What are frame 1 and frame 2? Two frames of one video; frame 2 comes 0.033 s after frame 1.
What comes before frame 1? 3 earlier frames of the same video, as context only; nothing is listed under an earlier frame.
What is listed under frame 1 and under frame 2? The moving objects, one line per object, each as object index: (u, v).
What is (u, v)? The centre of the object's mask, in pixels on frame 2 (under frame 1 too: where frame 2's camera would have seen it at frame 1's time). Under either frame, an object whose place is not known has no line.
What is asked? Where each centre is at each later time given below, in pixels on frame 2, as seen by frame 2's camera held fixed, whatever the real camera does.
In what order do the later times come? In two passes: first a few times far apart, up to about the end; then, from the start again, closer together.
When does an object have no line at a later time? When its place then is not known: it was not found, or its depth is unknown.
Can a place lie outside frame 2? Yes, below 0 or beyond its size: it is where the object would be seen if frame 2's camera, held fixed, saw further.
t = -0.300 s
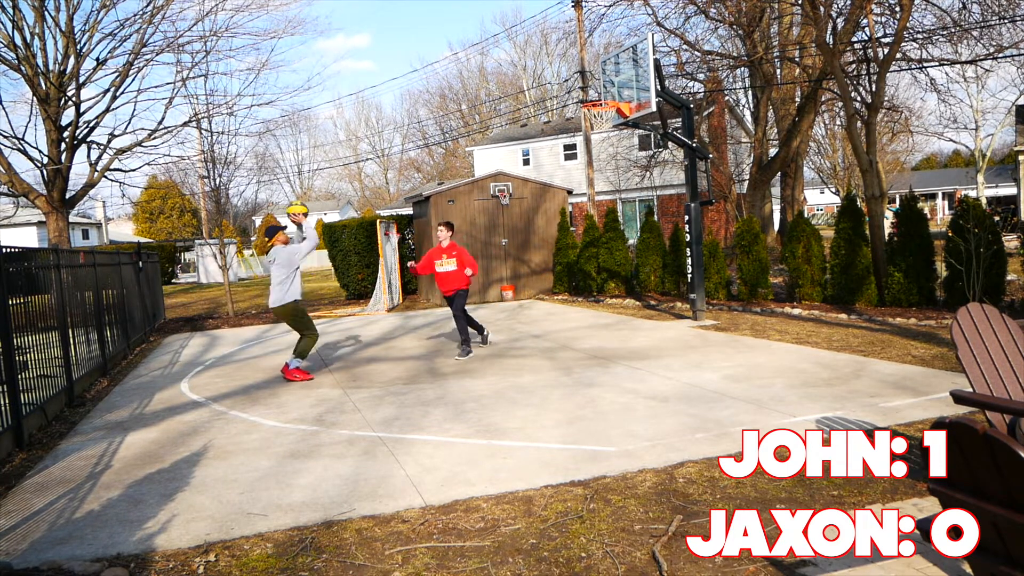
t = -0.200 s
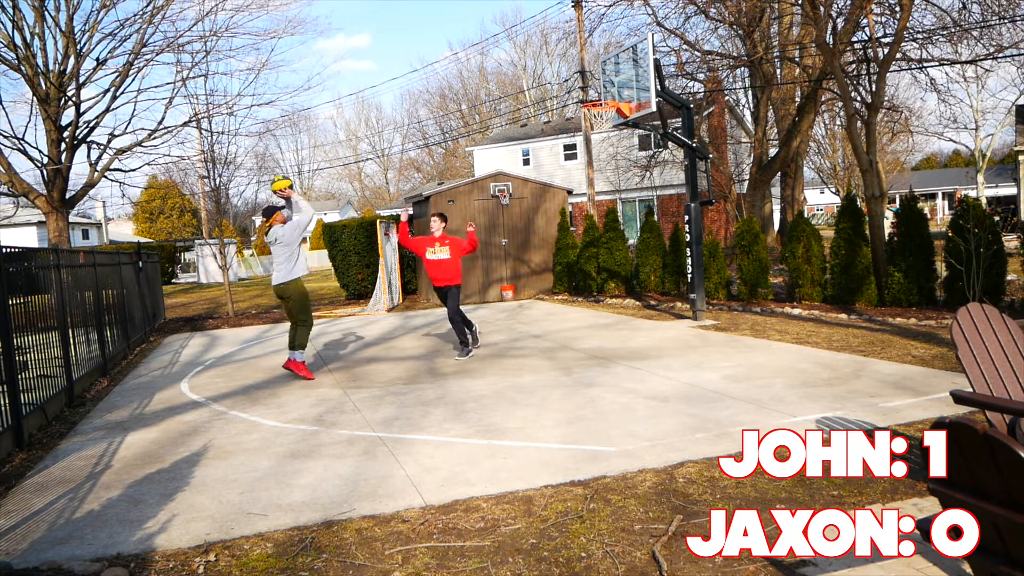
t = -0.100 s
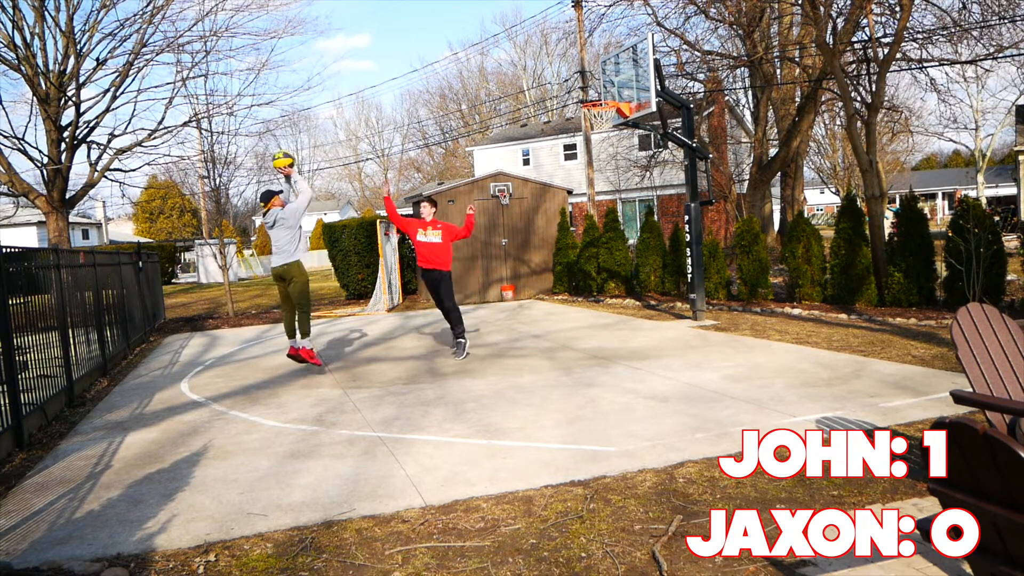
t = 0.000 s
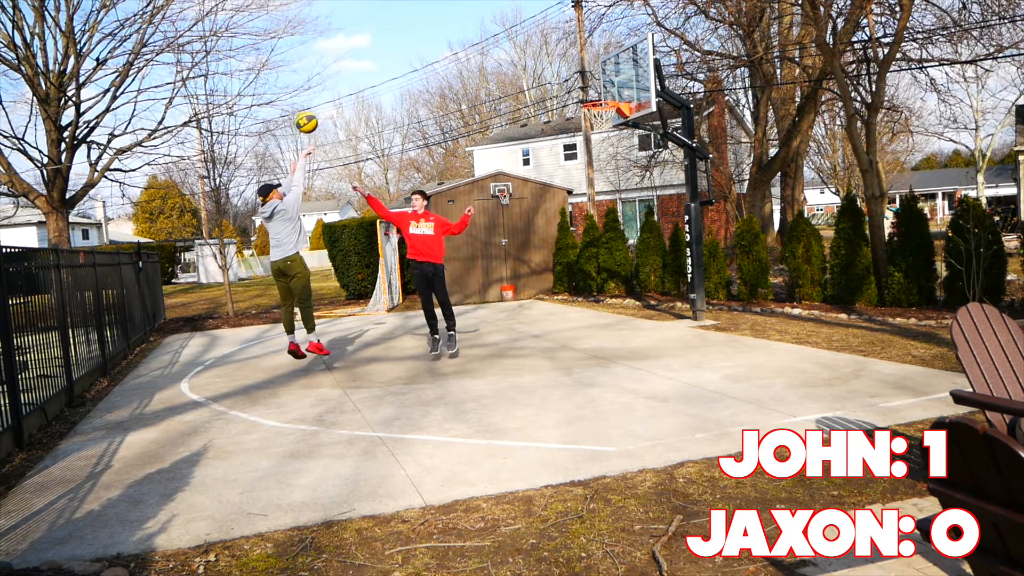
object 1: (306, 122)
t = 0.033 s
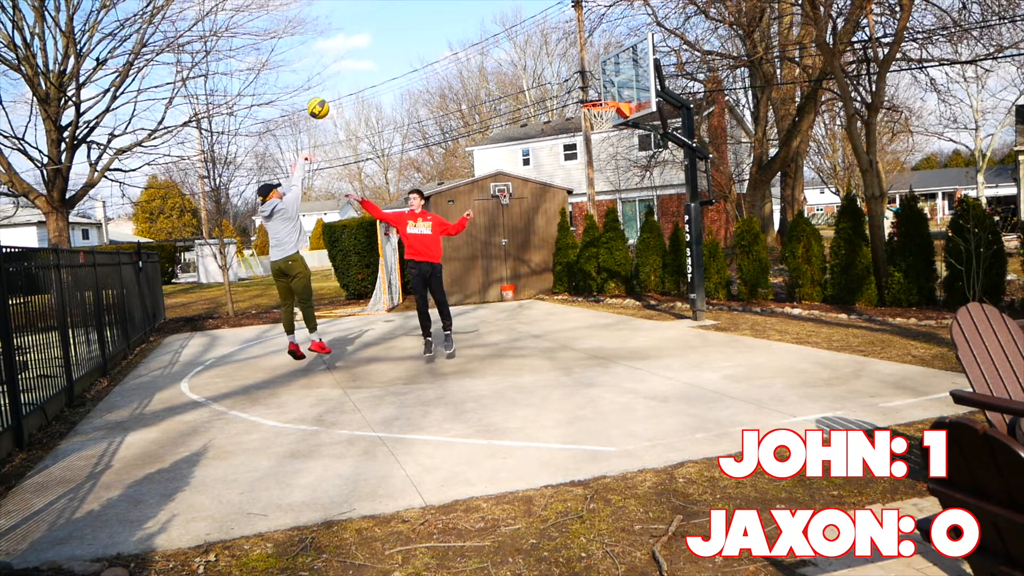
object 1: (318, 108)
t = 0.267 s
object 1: (397, 40)
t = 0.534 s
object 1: (483, 24)
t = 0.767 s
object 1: (554, 57)
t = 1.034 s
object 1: (605, 81)
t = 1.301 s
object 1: (629, 87)
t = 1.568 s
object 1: (626, 129)
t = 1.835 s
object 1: (622, 228)
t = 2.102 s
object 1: (620, 297)
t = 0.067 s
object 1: (330, 95)
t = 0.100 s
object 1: (341, 83)
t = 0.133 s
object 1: (352, 72)
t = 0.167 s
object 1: (364, 62)
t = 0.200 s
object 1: (375, 54)
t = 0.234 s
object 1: (386, 46)
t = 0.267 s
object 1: (397, 40)
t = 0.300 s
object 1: (408, 35)
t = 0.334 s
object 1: (419, 30)
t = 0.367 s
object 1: (430, 27)
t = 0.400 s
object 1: (441, 24)
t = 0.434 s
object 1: (452, 23)
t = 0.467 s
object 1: (462, 23)
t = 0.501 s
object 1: (473, 23)
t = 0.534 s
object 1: (483, 24)
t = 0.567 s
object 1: (494, 27)
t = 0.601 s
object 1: (504, 30)
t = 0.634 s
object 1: (514, 34)
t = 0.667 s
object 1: (524, 39)
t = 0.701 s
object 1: (534, 44)
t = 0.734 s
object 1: (545, 50)
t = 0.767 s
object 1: (554, 57)
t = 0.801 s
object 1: (563, 65)
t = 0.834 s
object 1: (574, 74)
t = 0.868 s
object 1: (584, 83)
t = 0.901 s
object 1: (592, 93)
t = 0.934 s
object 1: (597, 90)
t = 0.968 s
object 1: (599, 87)
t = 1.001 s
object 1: (602, 83)
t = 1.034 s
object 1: (605, 81)
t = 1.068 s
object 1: (607, 78)
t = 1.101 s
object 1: (611, 77)
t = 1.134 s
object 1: (613, 77)
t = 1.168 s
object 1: (617, 77)
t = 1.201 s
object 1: (619, 79)
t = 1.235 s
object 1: (622, 81)
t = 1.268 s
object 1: (625, 84)
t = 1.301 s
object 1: (629, 87)
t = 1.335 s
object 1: (632, 91)
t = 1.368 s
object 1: (631, 94)
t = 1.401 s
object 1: (631, 98)
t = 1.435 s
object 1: (630, 103)
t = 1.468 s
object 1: (629, 109)
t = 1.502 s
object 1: (628, 115)
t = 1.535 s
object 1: (627, 122)
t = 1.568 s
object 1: (626, 129)
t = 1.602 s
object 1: (625, 139)
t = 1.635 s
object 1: (625, 149)
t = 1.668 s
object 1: (625, 160)
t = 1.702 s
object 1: (624, 172)
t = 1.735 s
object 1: (624, 184)
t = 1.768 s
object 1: (623, 197)
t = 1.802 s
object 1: (623, 212)
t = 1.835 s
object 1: (622, 228)
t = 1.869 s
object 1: (622, 243)
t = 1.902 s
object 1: (622, 261)
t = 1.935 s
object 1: (623, 279)
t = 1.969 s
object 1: (623, 298)
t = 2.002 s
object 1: (623, 318)
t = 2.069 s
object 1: (622, 313)
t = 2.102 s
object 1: (620, 297)
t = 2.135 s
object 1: (618, 284)
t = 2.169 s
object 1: (617, 272)
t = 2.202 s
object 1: (615, 260)
